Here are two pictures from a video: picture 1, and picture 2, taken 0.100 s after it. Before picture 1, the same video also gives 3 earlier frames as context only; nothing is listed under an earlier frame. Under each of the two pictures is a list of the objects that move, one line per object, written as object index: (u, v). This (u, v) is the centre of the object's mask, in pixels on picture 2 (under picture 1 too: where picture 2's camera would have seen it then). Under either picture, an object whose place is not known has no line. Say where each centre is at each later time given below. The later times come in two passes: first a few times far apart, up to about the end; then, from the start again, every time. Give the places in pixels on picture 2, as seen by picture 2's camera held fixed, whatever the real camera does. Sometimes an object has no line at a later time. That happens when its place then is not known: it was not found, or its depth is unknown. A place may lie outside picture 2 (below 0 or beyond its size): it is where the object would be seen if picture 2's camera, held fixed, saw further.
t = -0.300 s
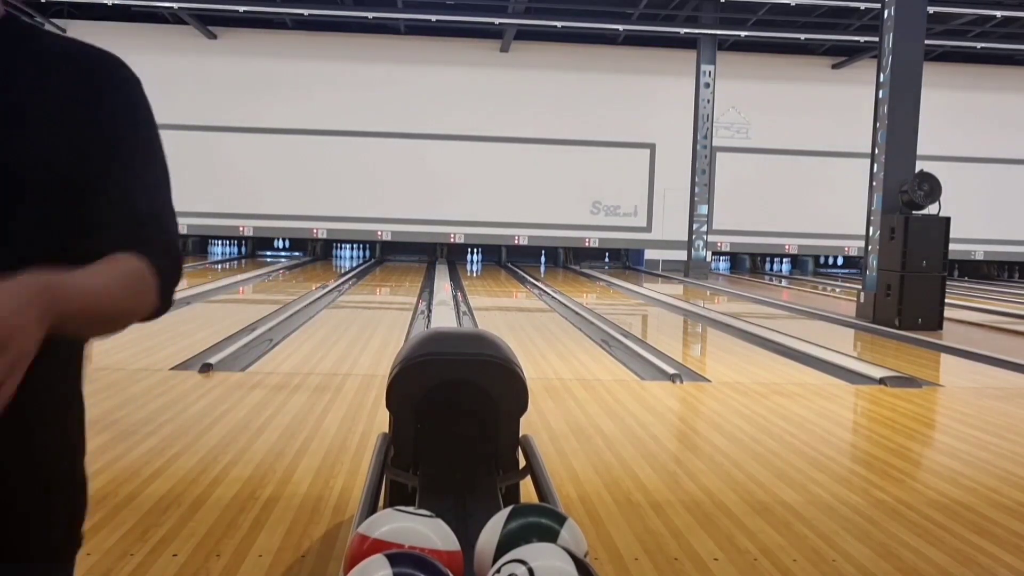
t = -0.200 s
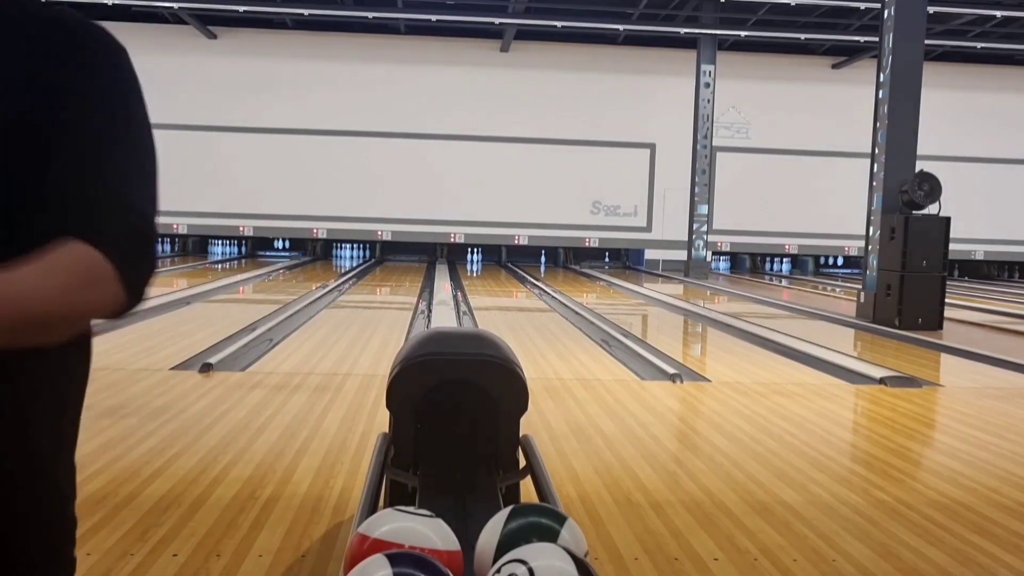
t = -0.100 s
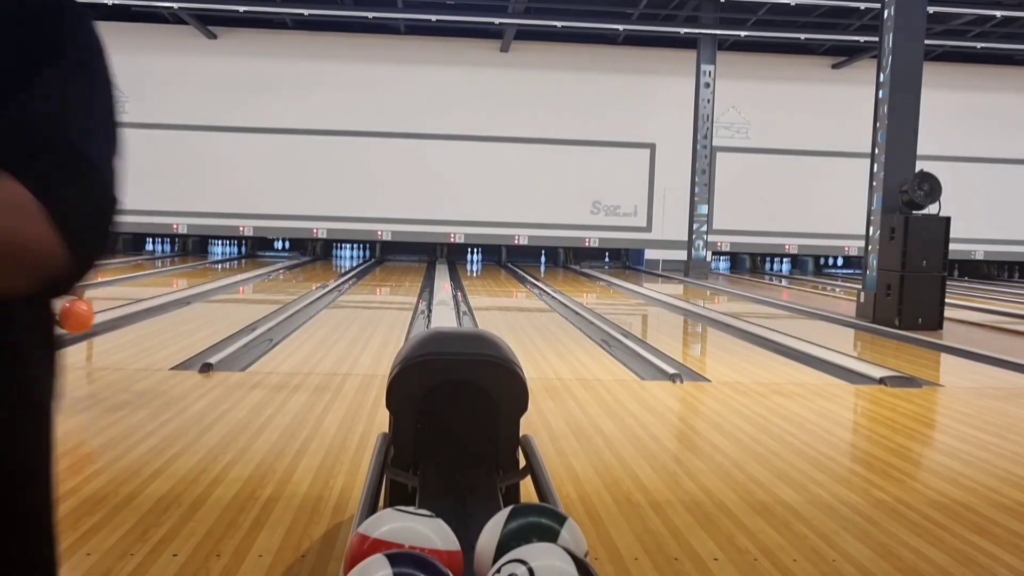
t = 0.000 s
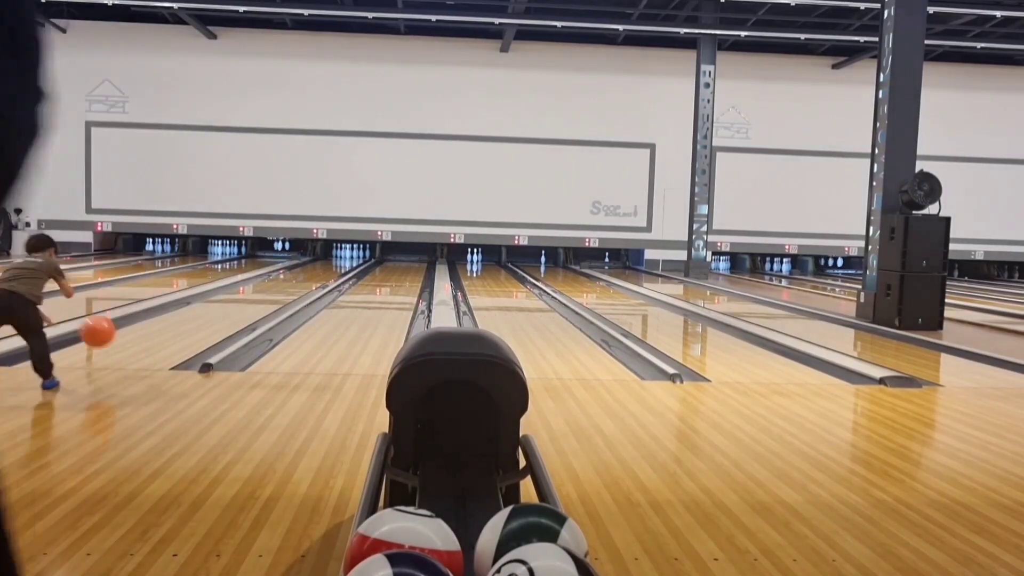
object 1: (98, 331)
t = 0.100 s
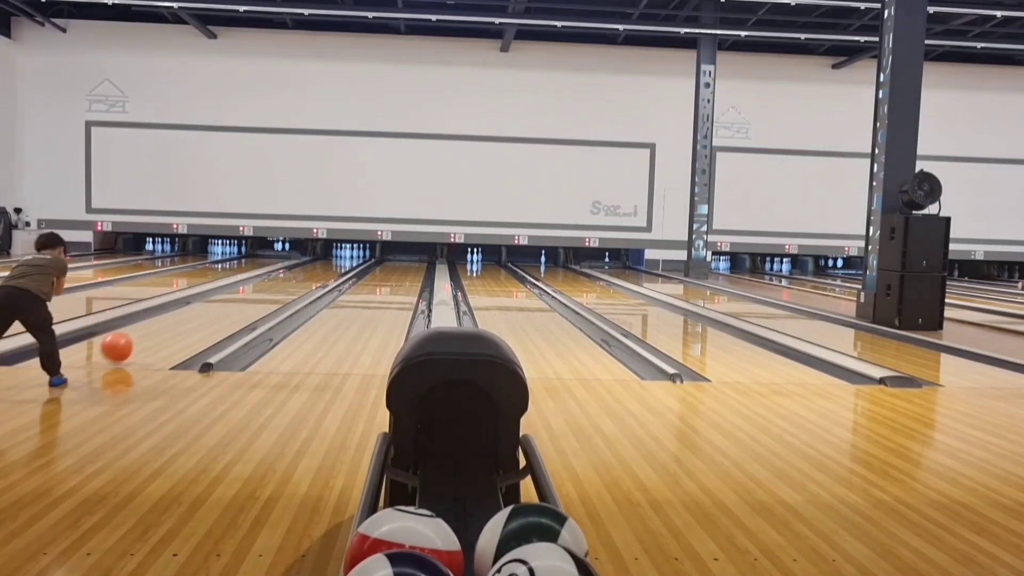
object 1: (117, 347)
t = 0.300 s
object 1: (146, 334)
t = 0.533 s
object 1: (173, 320)
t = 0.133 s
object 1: (122, 341)
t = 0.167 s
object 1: (128, 337)
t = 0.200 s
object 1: (133, 334)
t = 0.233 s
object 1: (137, 332)
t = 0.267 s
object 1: (142, 333)
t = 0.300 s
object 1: (146, 334)
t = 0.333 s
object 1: (151, 331)
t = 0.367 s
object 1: (155, 328)
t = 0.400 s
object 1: (159, 328)
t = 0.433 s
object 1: (162, 326)
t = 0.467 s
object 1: (166, 324)
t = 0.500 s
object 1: (170, 322)
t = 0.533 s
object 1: (173, 320)
